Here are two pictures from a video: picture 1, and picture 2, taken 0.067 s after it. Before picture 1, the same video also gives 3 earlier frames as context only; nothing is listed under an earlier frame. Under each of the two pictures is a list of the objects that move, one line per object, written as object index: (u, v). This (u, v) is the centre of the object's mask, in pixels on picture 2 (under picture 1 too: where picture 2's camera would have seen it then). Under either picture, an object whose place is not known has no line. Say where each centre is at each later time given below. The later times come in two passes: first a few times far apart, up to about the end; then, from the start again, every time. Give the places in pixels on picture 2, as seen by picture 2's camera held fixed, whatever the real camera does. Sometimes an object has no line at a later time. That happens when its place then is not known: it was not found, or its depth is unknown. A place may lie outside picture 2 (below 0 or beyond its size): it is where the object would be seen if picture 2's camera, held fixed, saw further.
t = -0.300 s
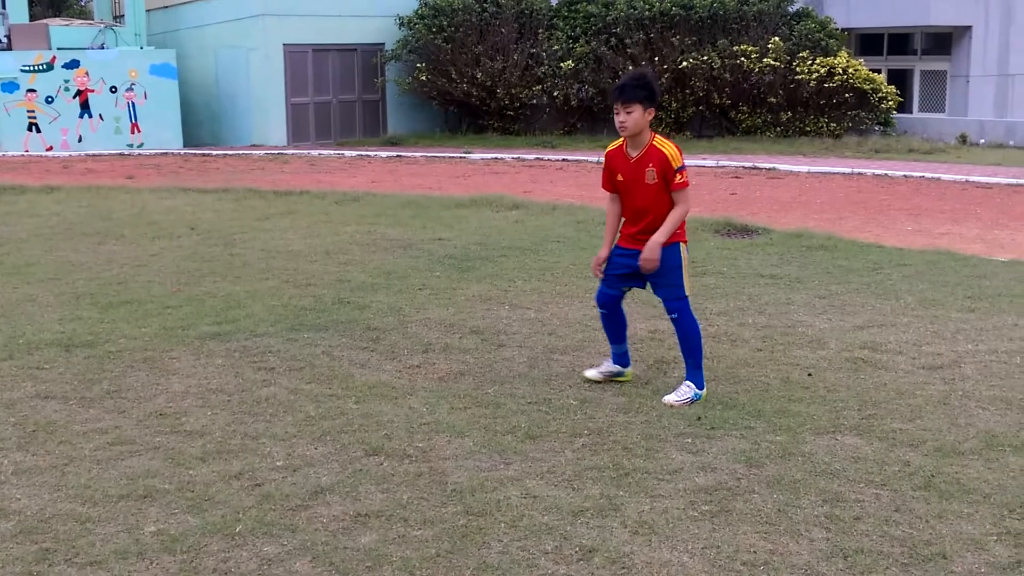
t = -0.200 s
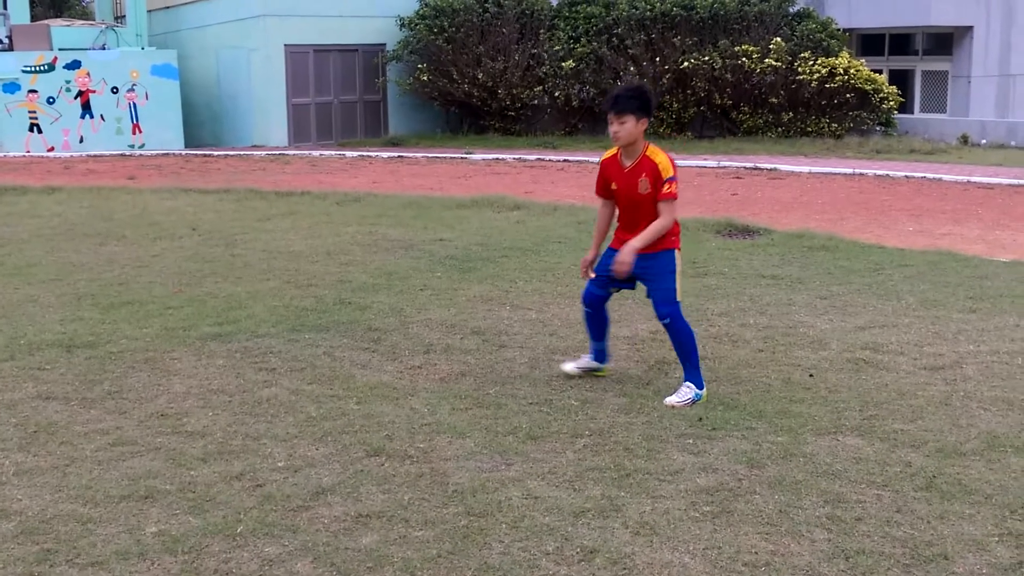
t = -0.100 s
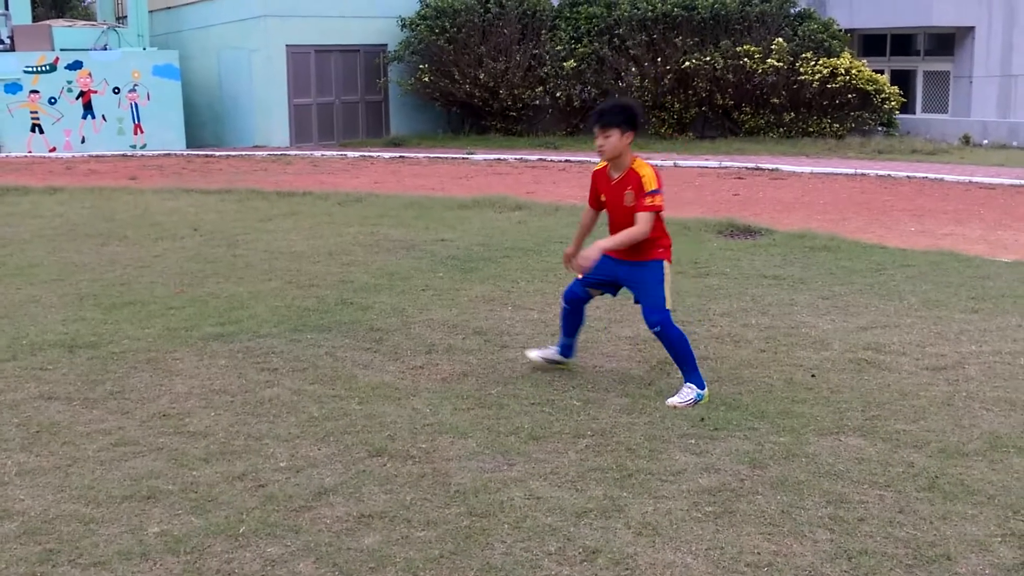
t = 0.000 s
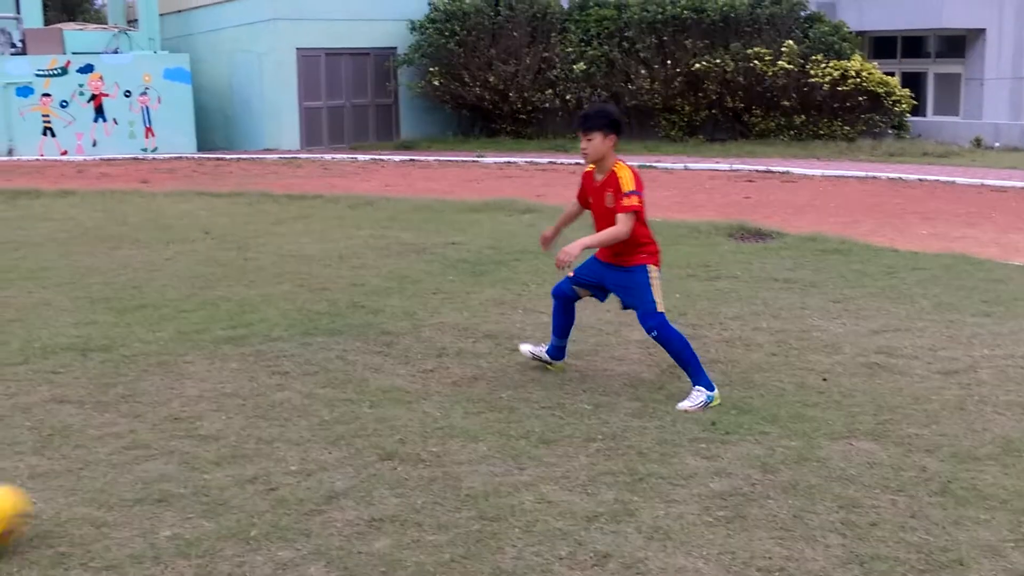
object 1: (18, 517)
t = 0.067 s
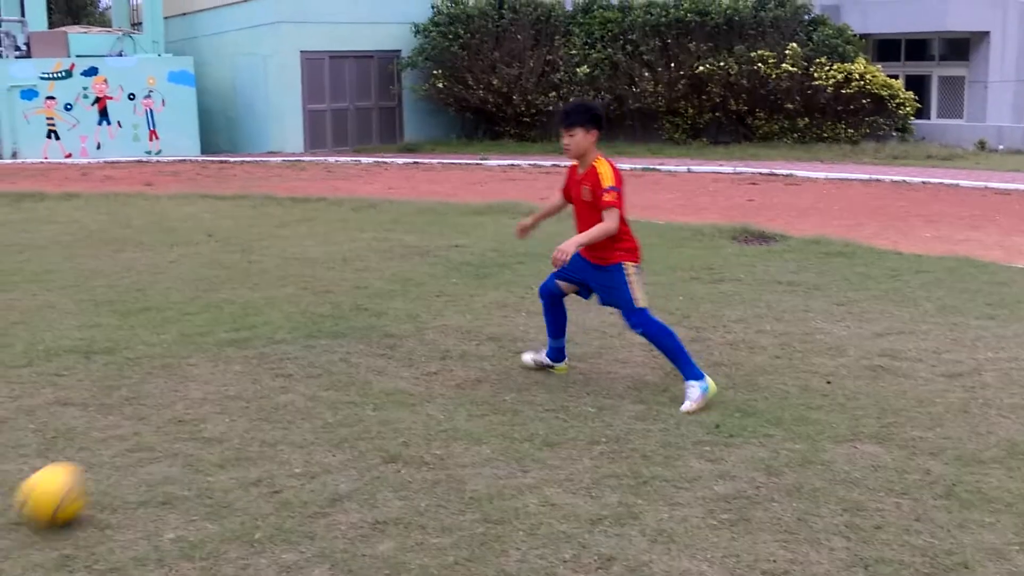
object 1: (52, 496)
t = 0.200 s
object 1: (143, 441)
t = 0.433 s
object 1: (261, 386)
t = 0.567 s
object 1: (309, 358)
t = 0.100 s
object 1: (78, 476)
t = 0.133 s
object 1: (100, 463)
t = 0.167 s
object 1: (122, 449)
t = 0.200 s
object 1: (143, 441)
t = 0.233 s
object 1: (164, 437)
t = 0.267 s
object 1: (183, 429)
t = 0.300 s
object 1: (200, 415)
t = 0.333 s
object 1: (216, 404)
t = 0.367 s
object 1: (232, 395)
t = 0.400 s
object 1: (247, 391)
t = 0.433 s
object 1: (261, 386)
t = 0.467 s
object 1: (274, 375)
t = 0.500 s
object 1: (285, 368)
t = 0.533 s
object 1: (299, 361)
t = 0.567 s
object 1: (309, 358)
